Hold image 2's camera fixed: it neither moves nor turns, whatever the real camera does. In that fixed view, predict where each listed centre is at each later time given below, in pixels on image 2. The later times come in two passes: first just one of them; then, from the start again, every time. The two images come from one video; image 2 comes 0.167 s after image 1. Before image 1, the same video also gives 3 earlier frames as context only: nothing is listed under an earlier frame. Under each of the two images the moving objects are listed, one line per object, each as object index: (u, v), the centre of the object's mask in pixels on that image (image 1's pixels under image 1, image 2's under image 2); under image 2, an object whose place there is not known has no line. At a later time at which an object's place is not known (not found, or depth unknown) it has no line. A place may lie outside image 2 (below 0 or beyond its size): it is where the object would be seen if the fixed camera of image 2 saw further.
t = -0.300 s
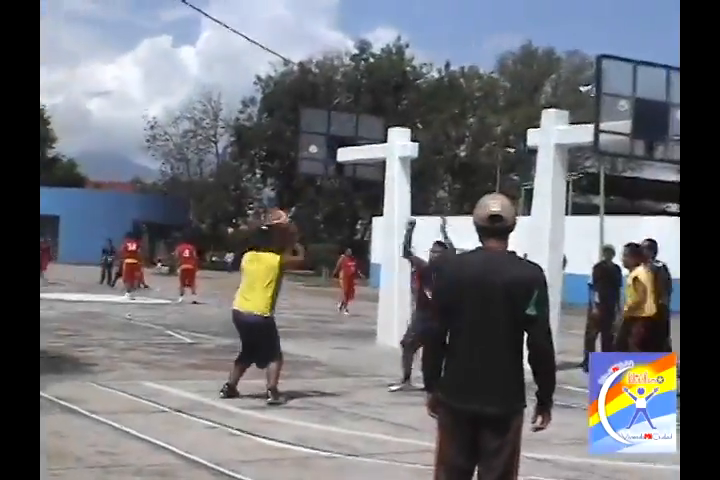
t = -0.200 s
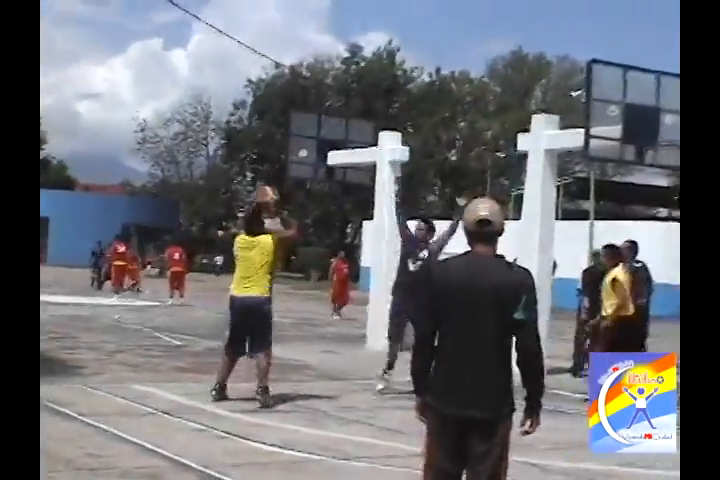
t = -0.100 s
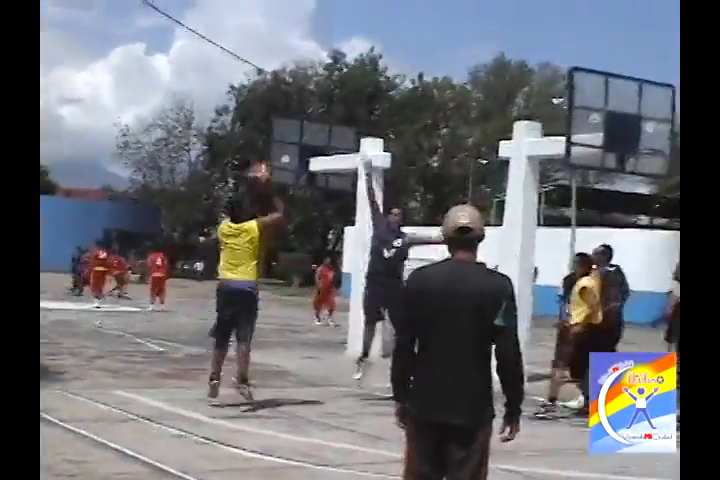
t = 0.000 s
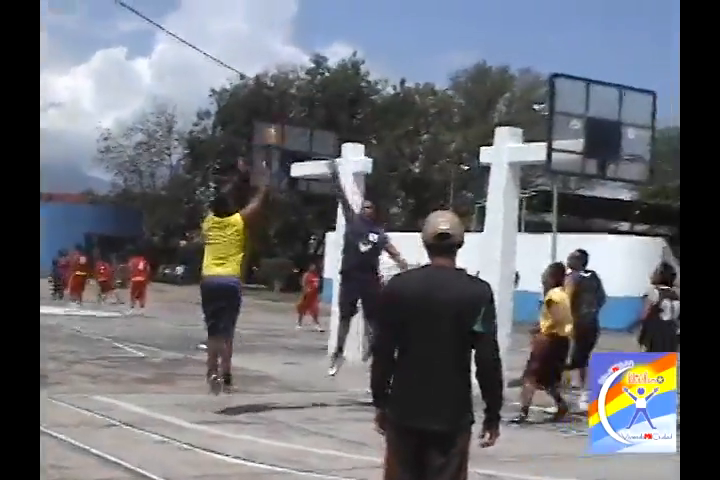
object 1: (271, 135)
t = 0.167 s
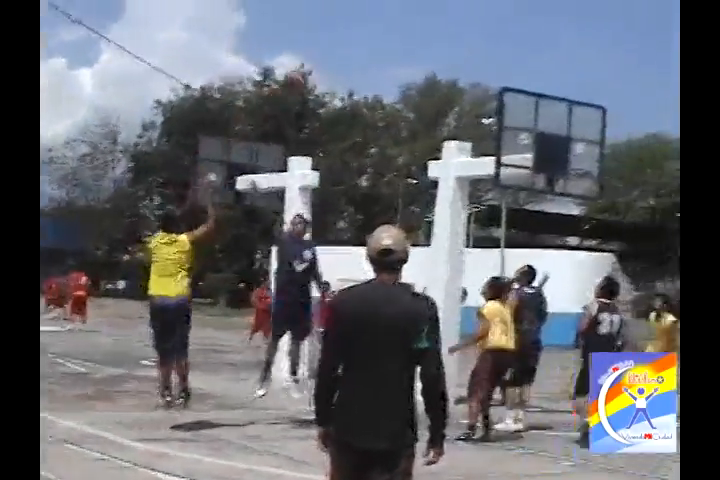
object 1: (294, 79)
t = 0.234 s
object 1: (322, 63)
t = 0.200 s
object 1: (308, 71)
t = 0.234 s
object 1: (322, 63)
